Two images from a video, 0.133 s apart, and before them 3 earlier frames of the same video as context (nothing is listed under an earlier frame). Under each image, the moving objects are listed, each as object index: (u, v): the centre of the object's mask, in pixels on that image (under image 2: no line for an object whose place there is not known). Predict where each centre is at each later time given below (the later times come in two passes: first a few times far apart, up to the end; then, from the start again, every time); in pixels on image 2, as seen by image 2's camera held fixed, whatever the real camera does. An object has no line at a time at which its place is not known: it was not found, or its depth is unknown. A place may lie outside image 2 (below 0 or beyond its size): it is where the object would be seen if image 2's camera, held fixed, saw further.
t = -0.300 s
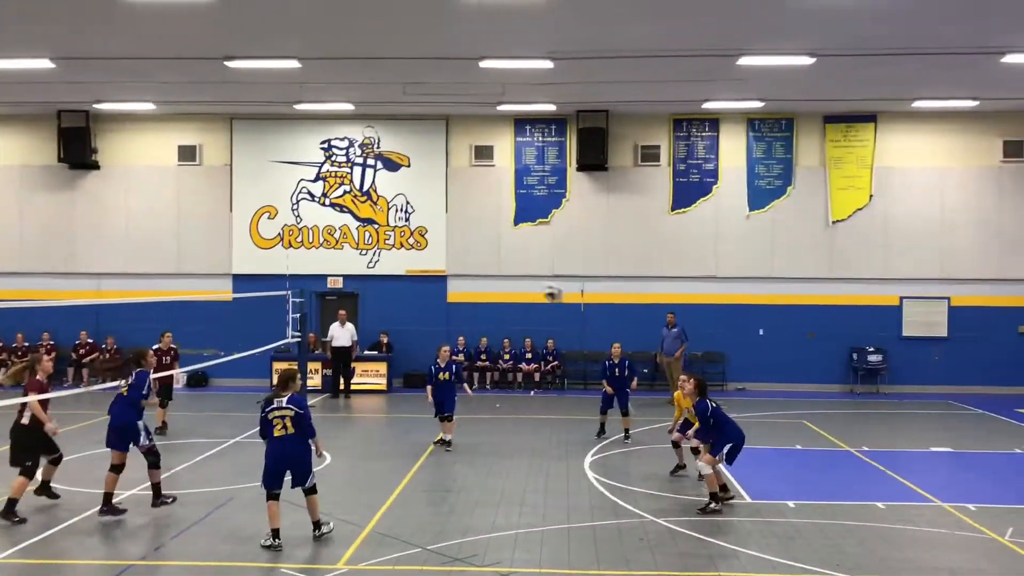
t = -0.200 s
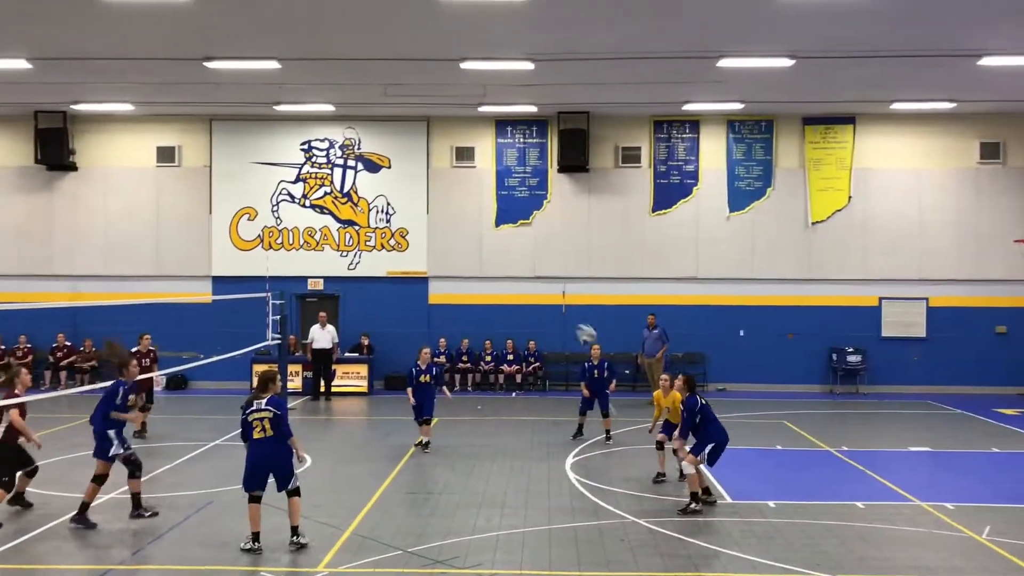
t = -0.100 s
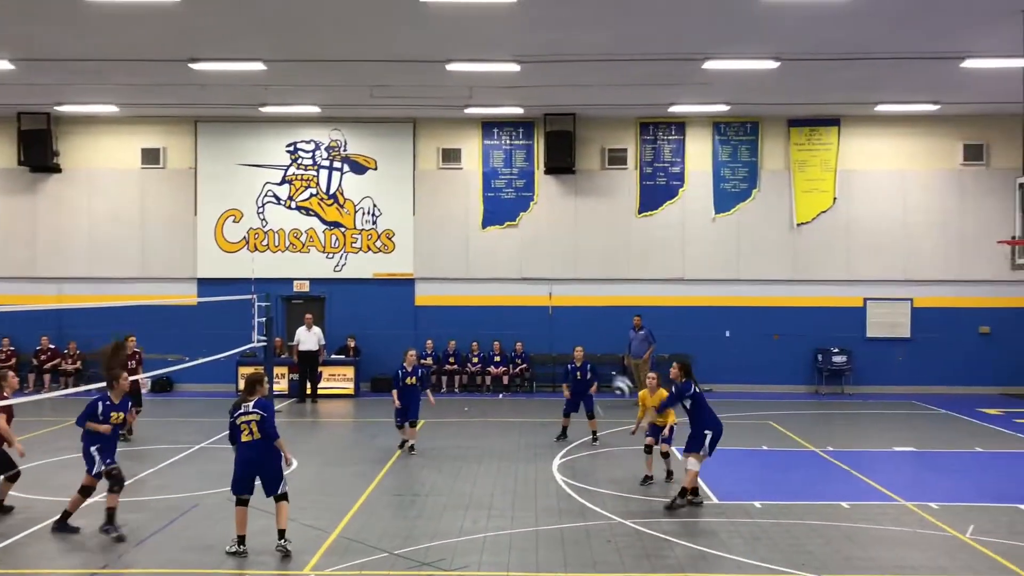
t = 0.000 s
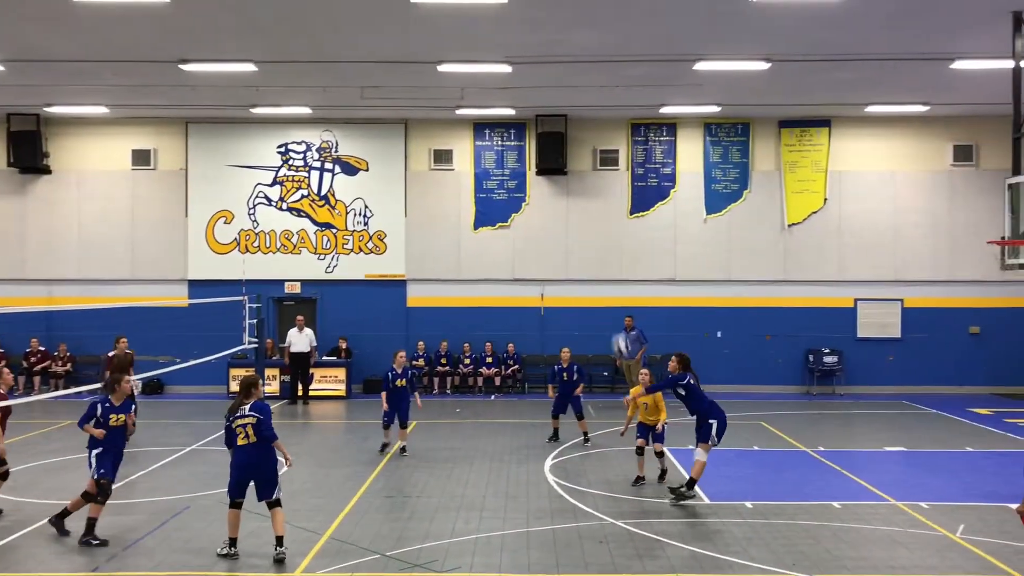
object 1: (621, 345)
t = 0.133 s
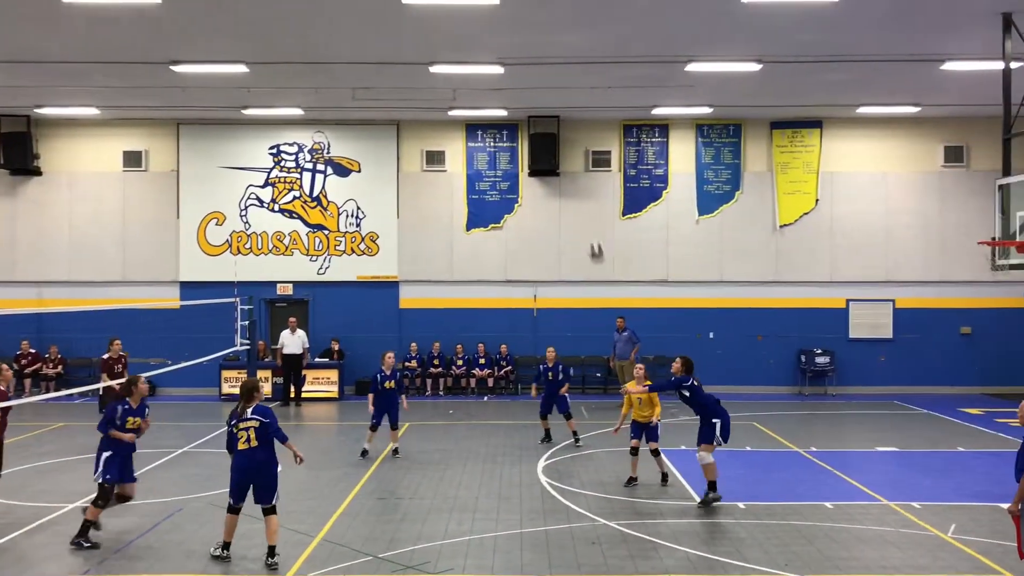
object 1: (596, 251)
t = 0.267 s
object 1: (580, 177)
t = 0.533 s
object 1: (555, 80)
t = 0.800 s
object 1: (532, 45)
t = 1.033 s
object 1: (513, 61)
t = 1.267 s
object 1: (495, 115)
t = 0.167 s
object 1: (592, 232)
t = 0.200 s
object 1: (589, 212)
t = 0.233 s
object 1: (584, 195)
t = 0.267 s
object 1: (580, 177)
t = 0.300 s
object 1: (578, 161)
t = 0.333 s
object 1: (574, 145)
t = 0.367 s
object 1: (571, 132)
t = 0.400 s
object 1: (569, 119)
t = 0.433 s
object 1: (564, 107)
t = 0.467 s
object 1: (562, 98)
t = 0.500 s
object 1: (559, 88)
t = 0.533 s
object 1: (555, 80)
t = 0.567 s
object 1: (552, 73)
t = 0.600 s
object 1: (549, 66)
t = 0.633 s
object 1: (546, 60)
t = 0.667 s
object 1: (543, 55)
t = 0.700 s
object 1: (541, 51)
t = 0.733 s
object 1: (538, 48)
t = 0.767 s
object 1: (536, 47)
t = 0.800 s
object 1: (532, 45)
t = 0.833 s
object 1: (530, 45)
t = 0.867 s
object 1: (527, 45)
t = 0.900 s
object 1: (524, 47)
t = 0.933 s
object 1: (521, 48)
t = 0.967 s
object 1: (519, 52)
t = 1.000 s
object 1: (516, 57)
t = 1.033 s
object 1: (513, 61)
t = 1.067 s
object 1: (511, 67)
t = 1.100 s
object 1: (508, 73)
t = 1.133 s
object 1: (506, 81)
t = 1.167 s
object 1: (502, 87)
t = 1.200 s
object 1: (500, 96)
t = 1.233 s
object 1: (498, 105)
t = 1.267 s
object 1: (495, 115)
